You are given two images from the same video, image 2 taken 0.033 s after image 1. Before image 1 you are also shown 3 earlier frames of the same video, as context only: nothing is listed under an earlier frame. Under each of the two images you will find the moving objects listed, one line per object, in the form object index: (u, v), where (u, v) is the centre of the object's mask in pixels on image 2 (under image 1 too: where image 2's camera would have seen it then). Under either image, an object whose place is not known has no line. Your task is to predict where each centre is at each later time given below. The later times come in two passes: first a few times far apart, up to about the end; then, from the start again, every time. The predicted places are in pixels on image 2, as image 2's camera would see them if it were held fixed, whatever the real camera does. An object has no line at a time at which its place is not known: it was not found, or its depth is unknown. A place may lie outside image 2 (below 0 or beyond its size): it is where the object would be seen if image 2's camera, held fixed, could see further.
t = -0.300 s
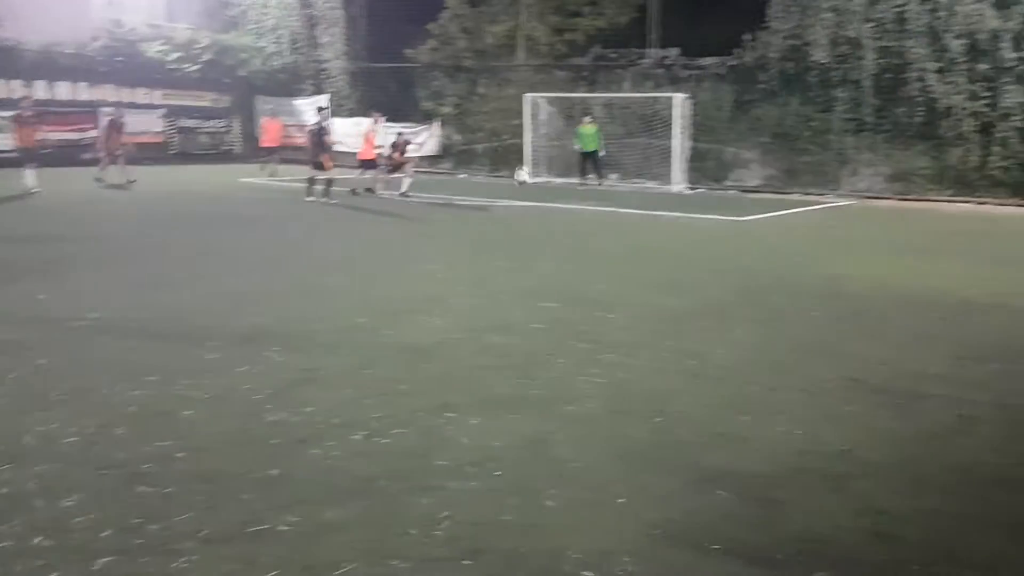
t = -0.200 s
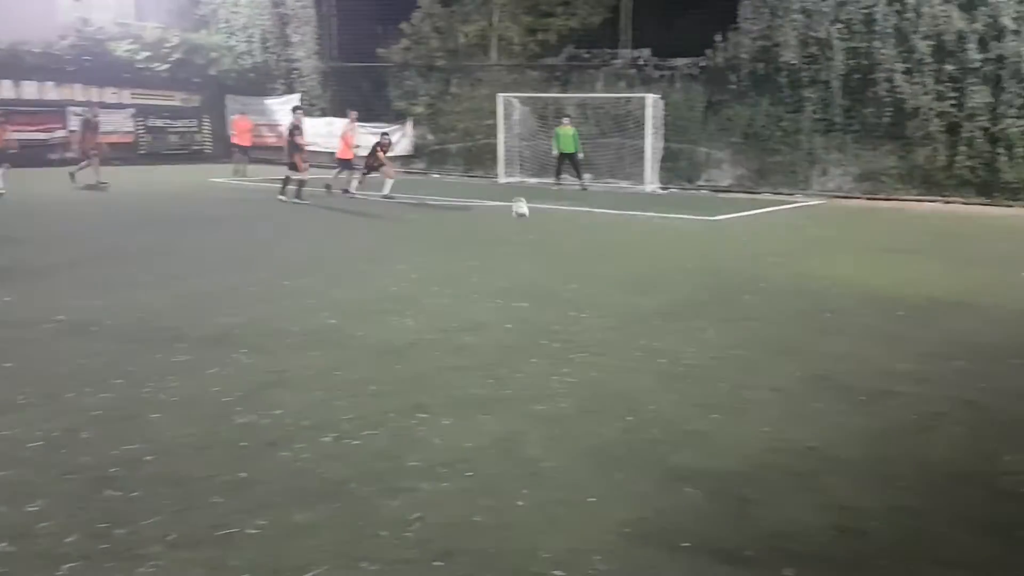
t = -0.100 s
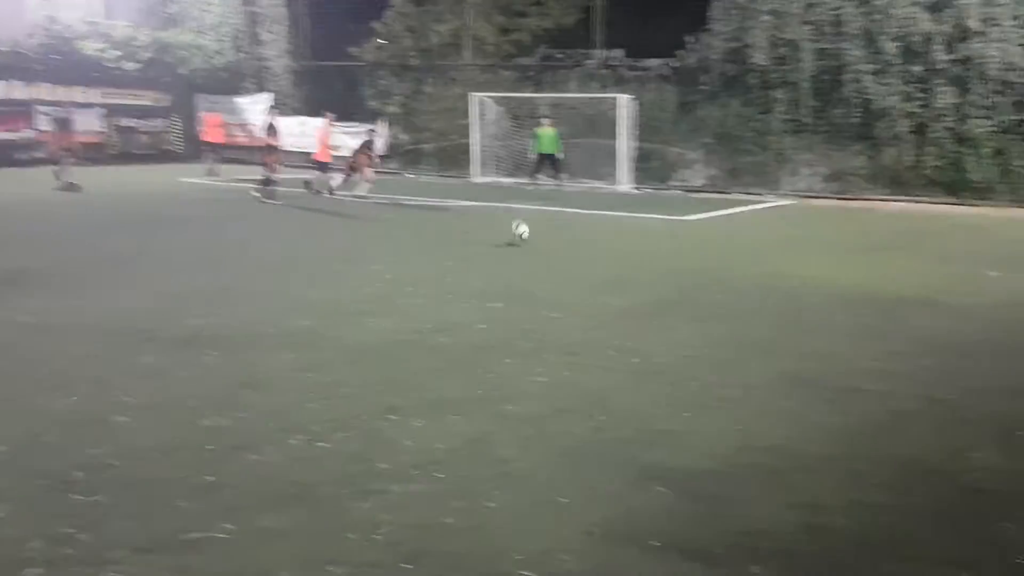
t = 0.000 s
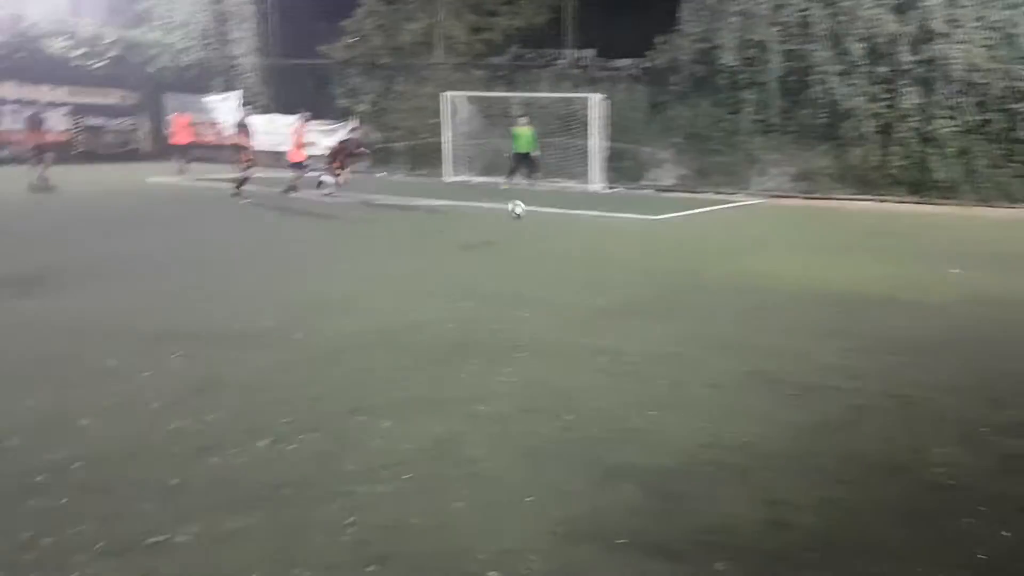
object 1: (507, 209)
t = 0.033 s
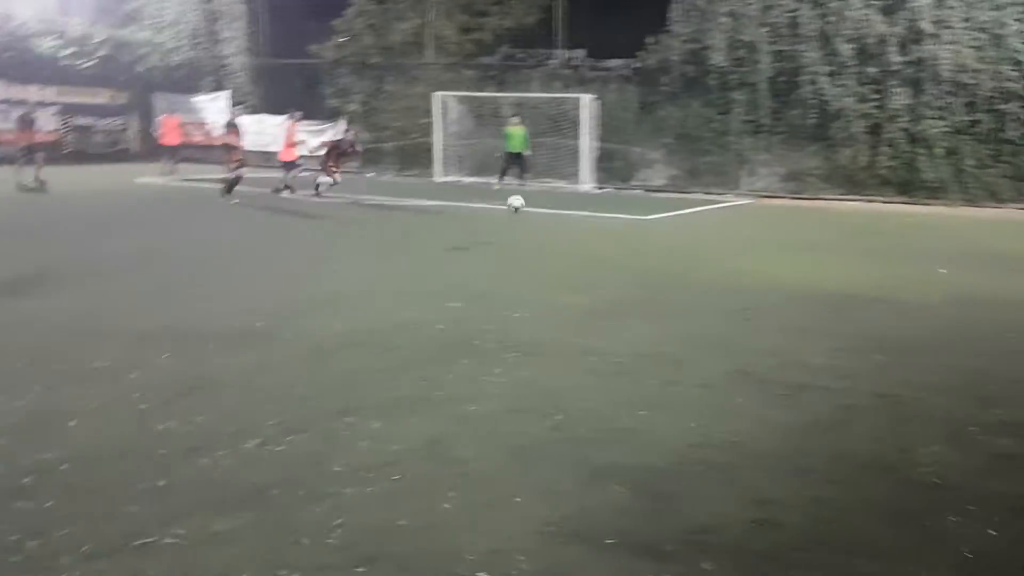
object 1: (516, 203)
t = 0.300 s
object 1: (584, 191)
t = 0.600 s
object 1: (661, 247)
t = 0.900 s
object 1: (750, 228)
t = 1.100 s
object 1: (807, 253)
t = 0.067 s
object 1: (525, 198)
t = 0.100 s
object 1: (533, 195)
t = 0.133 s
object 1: (541, 193)
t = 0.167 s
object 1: (550, 190)
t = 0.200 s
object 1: (558, 189)
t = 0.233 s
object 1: (567, 189)
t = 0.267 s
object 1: (576, 190)
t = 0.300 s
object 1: (584, 191)
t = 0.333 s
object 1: (592, 193)
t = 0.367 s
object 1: (602, 196)
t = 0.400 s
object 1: (610, 200)
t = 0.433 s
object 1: (619, 205)
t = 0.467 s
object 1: (627, 212)
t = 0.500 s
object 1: (636, 218)
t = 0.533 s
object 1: (644, 227)
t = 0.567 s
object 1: (653, 236)
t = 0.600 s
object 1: (661, 247)
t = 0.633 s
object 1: (670, 247)
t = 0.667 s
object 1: (681, 240)
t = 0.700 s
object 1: (691, 237)
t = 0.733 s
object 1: (701, 233)
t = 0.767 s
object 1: (711, 231)
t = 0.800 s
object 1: (720, 229)
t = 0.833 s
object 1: (730, 228)
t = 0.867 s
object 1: (741, 227)
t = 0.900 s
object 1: (750, 228)
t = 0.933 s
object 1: (760, 231)
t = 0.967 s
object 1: (769, 233)
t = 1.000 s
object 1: (779, 236)
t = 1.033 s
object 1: (789, 240)
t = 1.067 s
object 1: (798, 246)
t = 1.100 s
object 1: (807, 253)
